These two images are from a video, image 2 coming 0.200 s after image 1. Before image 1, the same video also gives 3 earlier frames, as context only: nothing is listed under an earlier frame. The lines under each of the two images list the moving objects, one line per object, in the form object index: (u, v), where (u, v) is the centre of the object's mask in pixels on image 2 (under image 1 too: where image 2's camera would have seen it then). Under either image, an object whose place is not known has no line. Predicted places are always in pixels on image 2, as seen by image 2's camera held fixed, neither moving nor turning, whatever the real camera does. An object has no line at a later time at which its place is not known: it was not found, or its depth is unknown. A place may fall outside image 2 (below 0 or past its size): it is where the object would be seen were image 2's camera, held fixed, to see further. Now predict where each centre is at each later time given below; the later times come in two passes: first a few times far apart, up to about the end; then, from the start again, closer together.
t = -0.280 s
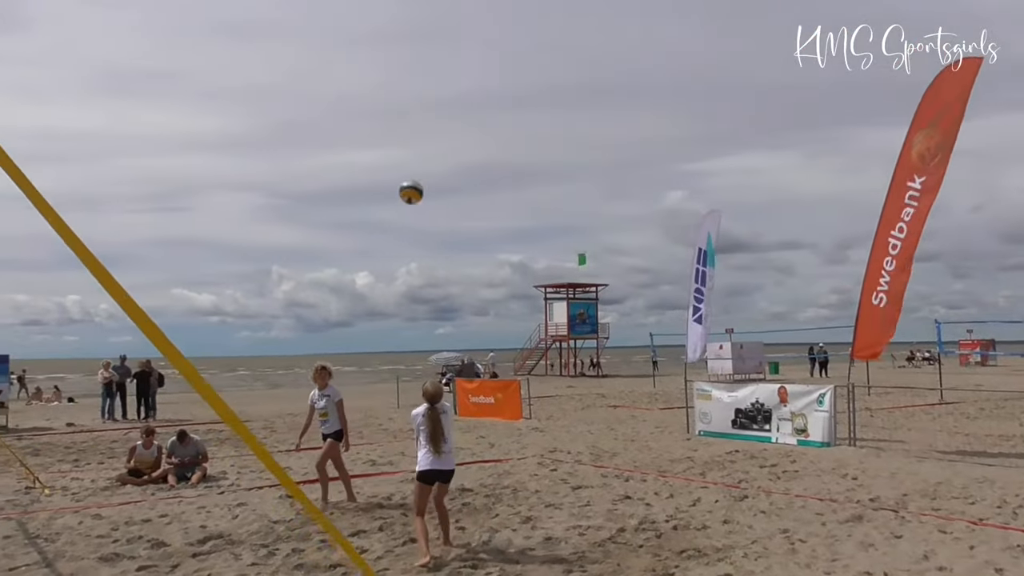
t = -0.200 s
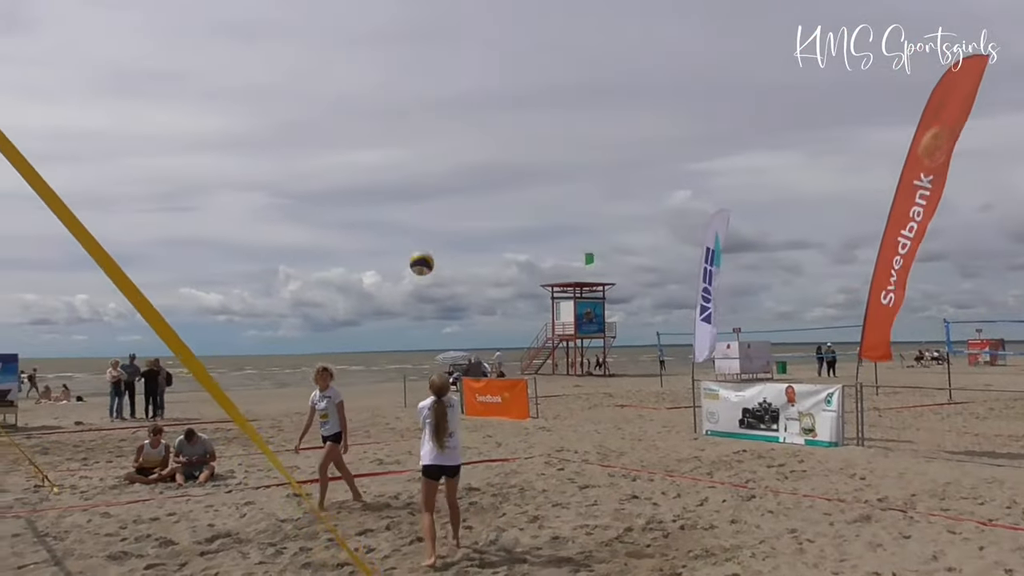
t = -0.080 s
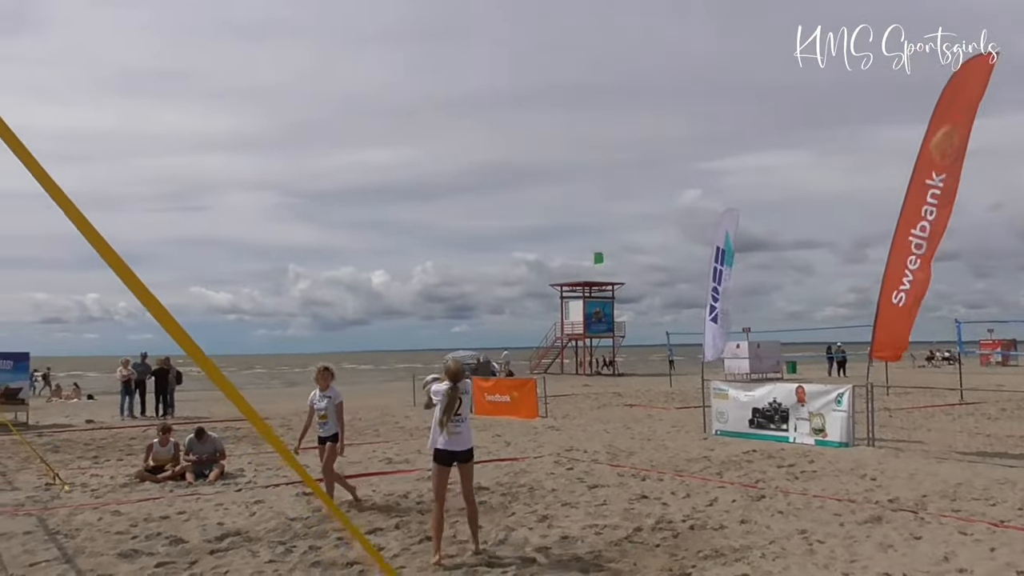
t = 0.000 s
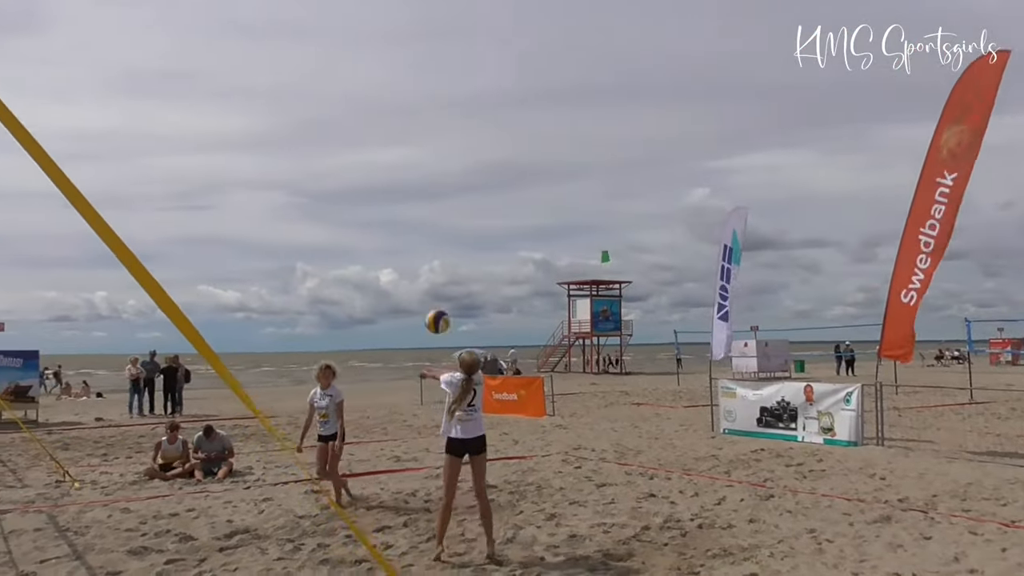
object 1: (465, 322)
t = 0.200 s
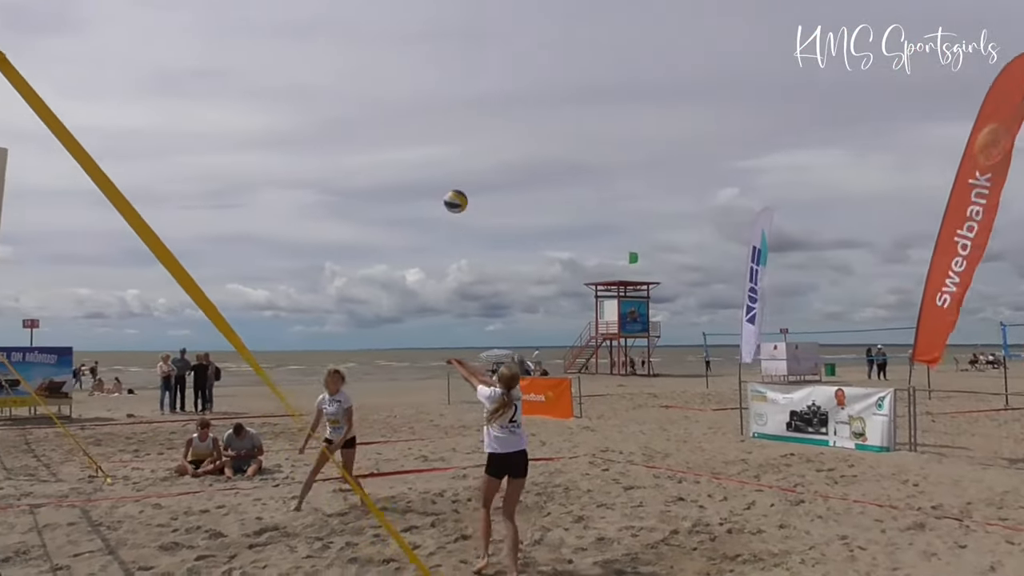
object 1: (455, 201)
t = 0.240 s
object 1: (454, 183)
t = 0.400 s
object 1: (449, 132)
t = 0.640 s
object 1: (445, 107)
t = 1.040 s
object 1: (442, 189)
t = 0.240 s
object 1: (454, 183)
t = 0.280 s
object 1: (453, 168)
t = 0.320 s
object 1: (452, 155)
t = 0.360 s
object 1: (450, 142)
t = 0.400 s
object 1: (449, 132)
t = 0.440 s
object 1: (448, 124)
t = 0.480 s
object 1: (447, 117)
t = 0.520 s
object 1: (446, 112)
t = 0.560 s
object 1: (445, 109)
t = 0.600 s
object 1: (445, 108)
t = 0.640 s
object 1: (445, 107)
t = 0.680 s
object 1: (445, 108)
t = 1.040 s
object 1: (442, 189)
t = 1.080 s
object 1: (443, 206)
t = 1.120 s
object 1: (443, 224)
